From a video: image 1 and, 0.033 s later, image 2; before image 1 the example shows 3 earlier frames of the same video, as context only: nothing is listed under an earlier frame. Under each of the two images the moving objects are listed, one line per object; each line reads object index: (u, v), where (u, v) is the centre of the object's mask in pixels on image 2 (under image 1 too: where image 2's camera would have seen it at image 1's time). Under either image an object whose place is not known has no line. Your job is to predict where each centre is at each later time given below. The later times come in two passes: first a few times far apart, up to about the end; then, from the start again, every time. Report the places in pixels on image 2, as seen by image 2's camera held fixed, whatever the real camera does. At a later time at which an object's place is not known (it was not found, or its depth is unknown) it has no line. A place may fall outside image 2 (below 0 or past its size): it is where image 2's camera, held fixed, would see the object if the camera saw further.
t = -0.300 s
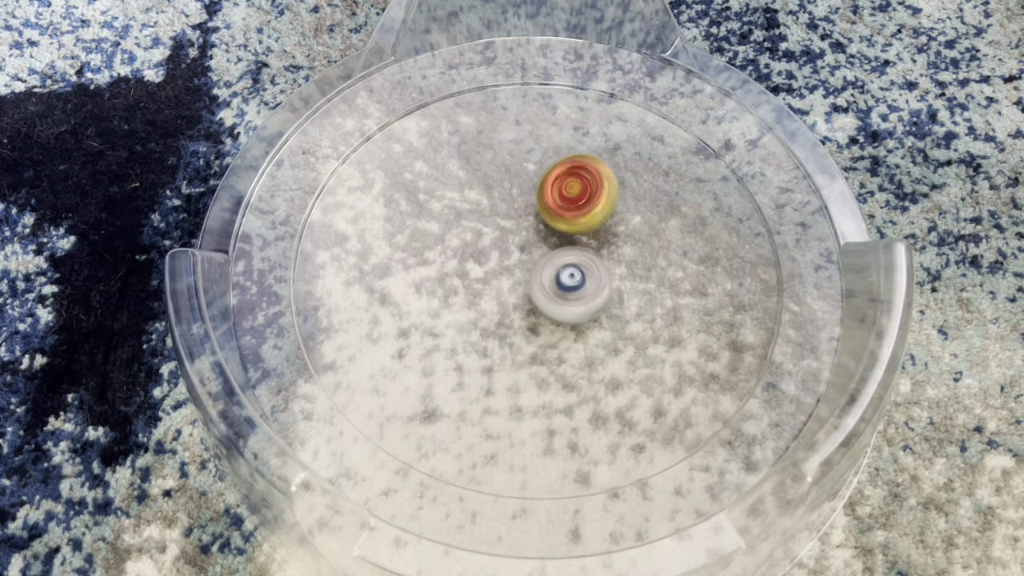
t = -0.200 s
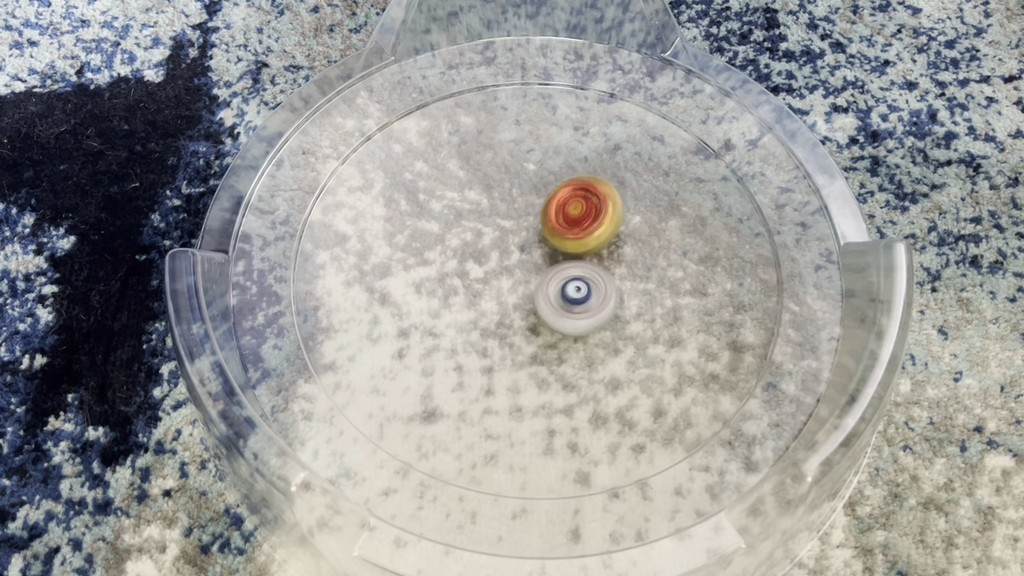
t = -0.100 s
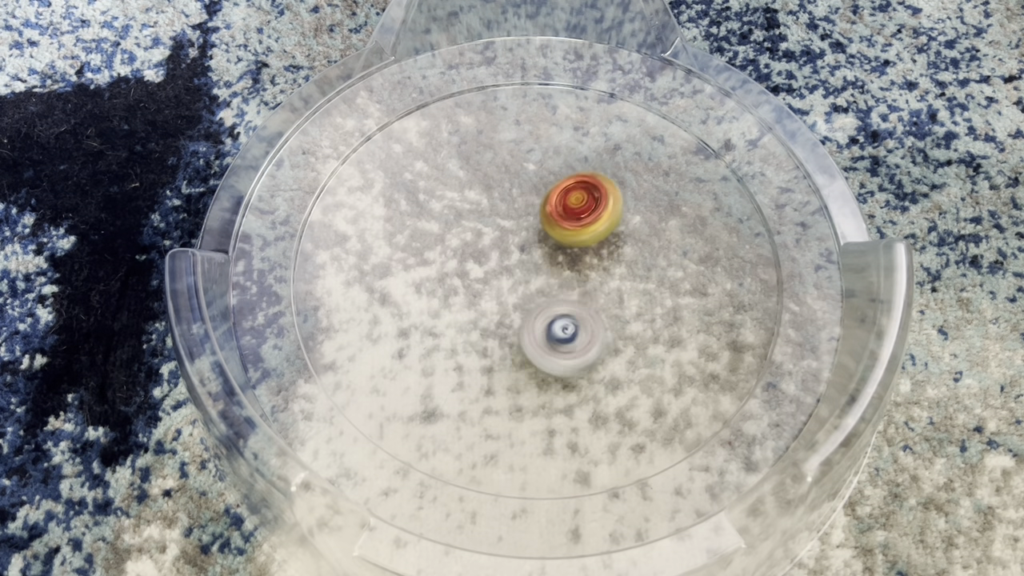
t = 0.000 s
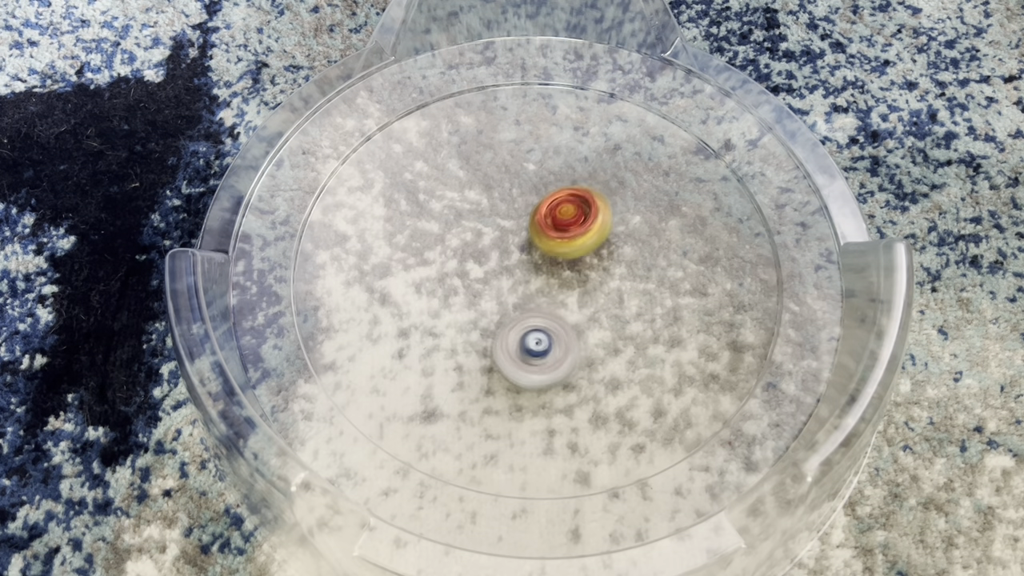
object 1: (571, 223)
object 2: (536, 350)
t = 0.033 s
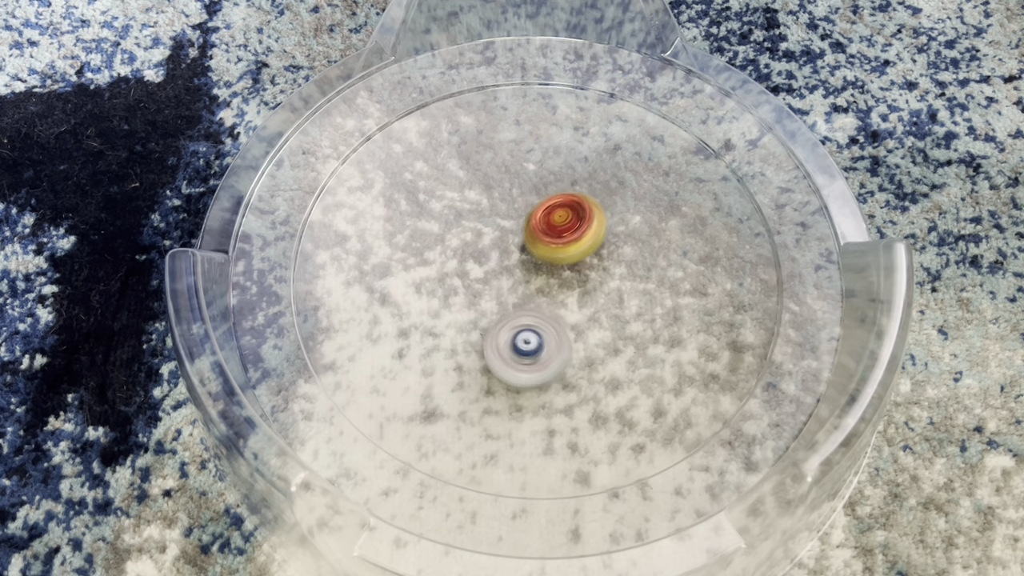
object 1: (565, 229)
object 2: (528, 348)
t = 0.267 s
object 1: (524, 249)
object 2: (477, 319)
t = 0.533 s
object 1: (524, 214)
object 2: (448, 280)
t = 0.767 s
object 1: (531, 187)
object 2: (459, 245)
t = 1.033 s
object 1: (564, 185)
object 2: (489, 270)
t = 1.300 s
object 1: (569, 221)
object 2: (508, 320)
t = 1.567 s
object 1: (540, 251)
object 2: (498, 336)
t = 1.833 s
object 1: (503, 238)
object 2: (516, 310)
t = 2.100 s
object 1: (451, 186)
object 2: (569, 284)
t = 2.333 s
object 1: (453, 180)
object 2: (593, 241)
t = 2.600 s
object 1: (484, 210)
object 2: (608, 208)
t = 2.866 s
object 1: (503, 274)
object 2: (573, 227)
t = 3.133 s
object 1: (516, 385)
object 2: (521, 249)
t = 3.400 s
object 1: (512, 392)
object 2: (466, 268)
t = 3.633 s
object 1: (507, 357)
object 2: (440, 271)
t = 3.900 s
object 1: (552, 307)
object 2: (485, 263)
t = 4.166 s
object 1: (655, 239)
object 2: (542, 271)
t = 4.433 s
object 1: (667, 230)
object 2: (594, 294)
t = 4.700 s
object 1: (628, 246)
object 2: (580, 314)
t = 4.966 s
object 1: (580, 225)
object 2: (516, 287)
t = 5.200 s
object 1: (554, 195)
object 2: (487, 245)
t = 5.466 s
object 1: (585, 169)
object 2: (422, 240)
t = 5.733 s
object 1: (585, 204)
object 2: (448, 237)
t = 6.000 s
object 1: (578, 254)
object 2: (462, 276)
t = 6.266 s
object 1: (561, 261)
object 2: (485, 303)
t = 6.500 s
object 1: (551, 229)
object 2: (523, 312)
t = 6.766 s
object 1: (550, 211)
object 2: (574, 291)
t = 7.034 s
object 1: (537, 191)
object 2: (606, 296)
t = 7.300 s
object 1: (520, 204)
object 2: (585, 265)
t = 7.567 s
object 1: (478, 216)
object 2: (571, 237)
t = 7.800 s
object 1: (457, 220)
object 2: (555, 233)
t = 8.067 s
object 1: (441, 228)
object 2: (553, 259)
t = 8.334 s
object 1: (449, 253)
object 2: (533, 296)
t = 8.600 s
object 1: (428, 260)
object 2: (536, 308)
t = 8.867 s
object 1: (435, 265)
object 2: (544, 294)
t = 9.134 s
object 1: (469, 287)
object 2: (566, 269)
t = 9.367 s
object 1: (506, 314)
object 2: (577, 263)
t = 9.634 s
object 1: (503, 329)
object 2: (571, 266)
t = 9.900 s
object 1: (495, 325)
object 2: (548, 242)
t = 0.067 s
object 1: (559, 234)
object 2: (517, 346)
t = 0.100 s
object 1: (553, 240)
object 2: (508, 342)
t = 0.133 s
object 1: (546, 246)
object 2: (501, 335)
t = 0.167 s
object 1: (538, 252)
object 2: (495, 329)
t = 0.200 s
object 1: (531, 255)
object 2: (490, 322)
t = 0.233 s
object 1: (528, 252)
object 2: (482, 321)
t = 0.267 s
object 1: (524, 249)
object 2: (477, 319)
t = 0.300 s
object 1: (520, 248)
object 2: (474, 313)
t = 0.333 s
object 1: (521, 241)
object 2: (466, 312)
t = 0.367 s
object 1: (522, 235)
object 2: (460, 307)
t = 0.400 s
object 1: (522, 232)
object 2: (457, 301)
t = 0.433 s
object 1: (520, 230)
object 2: (457, 294)
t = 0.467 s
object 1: (517, 228)
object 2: (459, 285)
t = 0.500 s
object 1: (520, 220)
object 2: (453, 283)
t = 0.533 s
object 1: (524, 214)
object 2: (448, 280)
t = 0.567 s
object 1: (525, 209)
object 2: (445, 276)
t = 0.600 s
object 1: (525, 206)
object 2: (444, 270)
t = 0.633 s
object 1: (524, 202)
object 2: (445, 263)
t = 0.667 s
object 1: (523, 198)
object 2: (447, 256)
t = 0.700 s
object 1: (523, 195)
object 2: (453, 250)
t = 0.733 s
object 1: (523, 193)
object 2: (460, 245)
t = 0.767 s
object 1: (531, 187)
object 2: (459, 245)
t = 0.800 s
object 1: (541, 183)
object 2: (457, 247)
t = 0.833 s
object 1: (547, 181)
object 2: (458, 248)
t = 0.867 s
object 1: (551, 181)
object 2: (462, 249)
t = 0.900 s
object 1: (553, 181)
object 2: (466, 251)
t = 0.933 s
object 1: (556, 181)
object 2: (471, 254)
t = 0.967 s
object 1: (559, 182)
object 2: (477, 258)
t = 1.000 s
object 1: (562, 183)
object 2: (482, 264)
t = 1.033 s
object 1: (564, 185)
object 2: (489, 270)
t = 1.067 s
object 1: (567, 188)
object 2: (493, 276)
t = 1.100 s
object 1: (569, 191)
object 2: (498, 282)
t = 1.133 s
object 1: (570, 195)
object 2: (501, 288)
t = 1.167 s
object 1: (571, 199)
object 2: (504, 295)
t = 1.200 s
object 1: (571, 204)
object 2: (506, 302)
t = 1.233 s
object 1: (571, 210)
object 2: (507, 308)
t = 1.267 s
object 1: (570, 215)
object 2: (508, 314)
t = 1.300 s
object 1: (569, 221)
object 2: (508, 320)
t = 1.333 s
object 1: (566, 227)
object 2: (507, 325)
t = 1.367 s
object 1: (563, 233)
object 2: (506, 329)
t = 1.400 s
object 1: (560, 240)
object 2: (503, 331)
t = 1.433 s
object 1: (556, 246)
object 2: (502, 331)
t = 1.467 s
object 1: (551, 252)
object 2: (500, 331)
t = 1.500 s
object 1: (546, 258)
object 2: (500, 329)
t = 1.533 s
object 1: (542, 259)
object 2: (501, 330)
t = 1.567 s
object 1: (540, 251)
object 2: (498, 336)
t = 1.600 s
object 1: (540, 244)
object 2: (498, 342)
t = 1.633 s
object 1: (537, 239)
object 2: (498, 345)
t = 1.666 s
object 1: (533, 239)
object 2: (500, 345)
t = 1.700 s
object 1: (527, 238)
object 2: (502, 340)
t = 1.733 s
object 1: (521, 238)
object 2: (506, 333)
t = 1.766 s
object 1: (514, 238)
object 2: (508, 326)
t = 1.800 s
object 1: (509, 238)
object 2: (511, 318)
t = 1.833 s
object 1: (503, 238)
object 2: (516, 310)
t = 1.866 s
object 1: (495, 229)
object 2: (525, 310)
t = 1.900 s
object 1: (484, 216)
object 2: (535, 312)
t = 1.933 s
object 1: (474, 206)
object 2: (543, 311)
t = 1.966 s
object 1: (467, 200)
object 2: (548, 308)
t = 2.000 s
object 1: (461, 196)
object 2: (555, 303)
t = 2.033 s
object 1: (457, 192)
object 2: (560, 297)
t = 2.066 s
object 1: (453, 189)
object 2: (564, 291)
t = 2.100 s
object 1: (451, 186)
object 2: (569, 284)
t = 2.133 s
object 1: (449, 184)
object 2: (573, 277)
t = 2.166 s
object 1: (447, 182)
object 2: (576, 272)
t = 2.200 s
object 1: (447, 181)
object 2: (581, 265)
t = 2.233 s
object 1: (448, 180)
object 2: (585, 259)
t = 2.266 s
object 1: (449, 179)
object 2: (587, 254)
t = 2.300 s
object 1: (450, 179)
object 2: (590, 247)
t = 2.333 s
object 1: (453, 180)
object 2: (593, 241)
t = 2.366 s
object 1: (455, 181)
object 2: (597, 236)
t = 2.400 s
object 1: (459, 183)
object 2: (598, 229)
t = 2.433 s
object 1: (463, 186)
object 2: (601, 224)
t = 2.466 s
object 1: (467, 190)
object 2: (603, 219)
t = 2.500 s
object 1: (471, 194)
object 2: (604, 215)
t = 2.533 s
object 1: (476, 199)
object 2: (607, 210)
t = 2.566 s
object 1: (480, 204)
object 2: (608, 208)
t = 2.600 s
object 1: (484, 210)
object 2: (608, 208)
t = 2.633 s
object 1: (488, 216)
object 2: (607, 208)
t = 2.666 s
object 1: (492, 223)
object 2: (605, 210)
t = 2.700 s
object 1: (496, 230)
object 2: (601, 213)
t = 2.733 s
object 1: (499, 237)
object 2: (595, 216)
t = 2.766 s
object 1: (502, 245)
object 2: (589, 220)
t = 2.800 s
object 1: (505, 254)
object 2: (581, 224)
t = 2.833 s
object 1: (508, 262)
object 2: (576, 227)
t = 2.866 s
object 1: (503, 274)
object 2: (573, 227)
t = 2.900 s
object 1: (499, 290)
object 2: (570, 229)
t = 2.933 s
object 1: (497, 306)
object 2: (564, 233)
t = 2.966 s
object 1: (497, 324)
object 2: (557, 236)
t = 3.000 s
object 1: (501, 342)
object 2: (550, 238)
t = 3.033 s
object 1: (506, 358)
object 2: (542, 241)
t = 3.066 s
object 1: (511, 371)
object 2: (535, 243)
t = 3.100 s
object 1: (514, 379)
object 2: (528, 246)
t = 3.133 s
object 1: (516, 385)
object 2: (521, 249)
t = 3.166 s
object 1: (516, 390)
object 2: (514, 252)
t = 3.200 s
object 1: (517, 394)
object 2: (505, 254)
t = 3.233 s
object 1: (517, 396)
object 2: (499, 257)
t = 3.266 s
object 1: (516, 398)
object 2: (492, 260)
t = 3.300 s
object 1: (516, 398)
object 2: (485, 262)
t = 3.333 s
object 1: (515, 397)
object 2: (478, 264)
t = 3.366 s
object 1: (514, 395)
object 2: (473, 266)
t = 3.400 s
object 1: (512, 392)
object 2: (466, 268)
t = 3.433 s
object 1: (510, 389)
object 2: (461, 269)
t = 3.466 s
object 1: (509, 385)
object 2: (454, 271)
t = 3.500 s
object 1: (508, 380)
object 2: (449, 273)
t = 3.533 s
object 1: (507, 375)
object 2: (444, 273)
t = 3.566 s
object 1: (507, 370)
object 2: (440, 272)
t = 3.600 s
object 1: (507, 364)
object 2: (439, 271)
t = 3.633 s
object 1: (507, 357)
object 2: (440, 271)
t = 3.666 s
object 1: (508, 351)
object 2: (441, 270)
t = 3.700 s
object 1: (510, 343)
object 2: (445, 270)
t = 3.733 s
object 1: (513, 336)
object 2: (450, 271)
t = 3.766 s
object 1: (516, 329)
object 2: (457, 270)
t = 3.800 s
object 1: (524, 323)
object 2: (463, 268)
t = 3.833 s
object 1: (534, 319)
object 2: (470, 265)
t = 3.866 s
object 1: (543, 313)
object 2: (478, 263)
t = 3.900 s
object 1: (552, 307)
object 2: (485, 263)
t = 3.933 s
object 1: (568, 303)
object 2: (490, 262)
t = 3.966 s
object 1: (586, 297)
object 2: (495, 261)
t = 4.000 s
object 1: (603, 288)
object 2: (501, 262)
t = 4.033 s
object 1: (620, 276)
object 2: (510, 264)
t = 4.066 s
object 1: (634, 263)
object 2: (517, 265)
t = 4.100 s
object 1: (644, 252)
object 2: (525, 267)
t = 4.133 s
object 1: (650, 244)
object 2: (535, 269)
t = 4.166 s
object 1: (655, 239)
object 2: (542, 271)
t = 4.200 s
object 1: (658, 235)
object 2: (549, 274)
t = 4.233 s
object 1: (662, 232)
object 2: (556, 276)
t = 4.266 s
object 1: (664, 230)
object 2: (563, 279)
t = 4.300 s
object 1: (666, 229)
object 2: (571, 282)
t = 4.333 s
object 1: (667, 228)
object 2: (577, 285)
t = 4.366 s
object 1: (668, 228)
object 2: (583, 288)
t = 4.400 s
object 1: (668, 229)
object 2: (588, 291)
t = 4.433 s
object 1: (667, 230)
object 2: (594, 294)
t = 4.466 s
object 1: (665, 232)
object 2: (599, 298)
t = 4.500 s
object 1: (662, 234)
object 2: (601, 302)
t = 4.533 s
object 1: (658, 236)
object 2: (603, 307)
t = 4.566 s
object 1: (653, 238)
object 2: (602, 312)
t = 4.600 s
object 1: (648, 241)
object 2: (599, 315)
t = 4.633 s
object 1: (642, 243)
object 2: (593, 317)
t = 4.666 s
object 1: (635, 244)
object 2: (587, 316)
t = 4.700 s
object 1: (628, 246)
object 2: (580, 314)
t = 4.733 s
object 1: (621, 247)
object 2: (572, 311)
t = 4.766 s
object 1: (616, 244)
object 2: (561, 310)
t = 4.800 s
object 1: (610, 242)
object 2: (552, 307)
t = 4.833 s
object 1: (601, 241)
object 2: (545, 303)
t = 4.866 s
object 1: (594, 239)
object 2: (538, 297)
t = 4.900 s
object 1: (587, 236)
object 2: (533, 292)
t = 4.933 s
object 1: (583, 230)
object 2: (524, 290)
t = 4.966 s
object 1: (580, 225)
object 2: (516, 287)
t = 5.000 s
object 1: (575, 220)
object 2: (510, 281)
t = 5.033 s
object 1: (571, 216)
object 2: (505, 274)
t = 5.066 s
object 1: (566, 211)
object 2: (501, 268)
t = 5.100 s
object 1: (563, 207)
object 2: (497, 262)
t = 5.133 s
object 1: (559, 202)
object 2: (493, 257)
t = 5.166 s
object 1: (556, 198)
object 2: (490, 250)
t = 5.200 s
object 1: (554, 195)
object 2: (487, 245)
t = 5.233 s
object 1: (553, 191)
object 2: (485, 241)
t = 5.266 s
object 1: (566, 180)
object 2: (466, 244)
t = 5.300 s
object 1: (574, 174)
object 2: (452, 246)
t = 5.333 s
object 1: (579, 171)
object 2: (443, 246)
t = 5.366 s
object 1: (582, 169)
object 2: (437, 245)
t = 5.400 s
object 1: (583, 168)
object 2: (431, 243)
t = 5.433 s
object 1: (584, 168)
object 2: (426, 242)
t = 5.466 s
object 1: (585, 169)
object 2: (422, 240)
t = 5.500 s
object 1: (586, 171)
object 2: (417, 238)
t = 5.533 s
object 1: (587, 175)
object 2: (414, 234)
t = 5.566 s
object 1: (587, 179)
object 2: (414, 231)
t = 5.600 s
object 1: (588, 184)
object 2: (418, 230)
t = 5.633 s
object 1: (587, 189)
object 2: (422, 229)
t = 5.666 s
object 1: (587, 194)
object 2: (431, 232)
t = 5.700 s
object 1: (587, 199)
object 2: (439, 233)
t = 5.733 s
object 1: (585, 204)
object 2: (448, 237)
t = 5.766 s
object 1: (584, 209)
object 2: (454, 240)
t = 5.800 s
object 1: (580, 216)
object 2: (463, 244)
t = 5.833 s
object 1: (576, 222)
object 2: (470, 247)
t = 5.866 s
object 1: (570, 229)
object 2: (478, 252)
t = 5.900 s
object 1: (570, 237)
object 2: (478, 256)
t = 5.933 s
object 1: (577, 242)
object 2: (469, 264)
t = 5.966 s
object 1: (580, 249)
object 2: (462, 271)
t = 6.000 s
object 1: (578, 254)
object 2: (462, 276)
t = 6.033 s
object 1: (573, 258)
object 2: (467, 281)
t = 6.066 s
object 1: (568, 261)
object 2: (473, 284)
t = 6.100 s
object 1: (564, 264)
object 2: (479, 287)
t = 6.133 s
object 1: (571, 262)
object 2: (472, 292)
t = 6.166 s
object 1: (573, 261)
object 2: (469, 297)
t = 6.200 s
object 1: (571, 261)
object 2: (471, 299)
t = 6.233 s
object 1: (566, 261)
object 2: (478, 301)
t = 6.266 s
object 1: (561, 261)
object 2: (485, 303)
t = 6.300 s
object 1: (556, 259)
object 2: (492, 304)
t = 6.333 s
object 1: (557, 252)
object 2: (494, 308)
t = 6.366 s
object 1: (557, 244)
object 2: (497, 312)
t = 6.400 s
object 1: (556, 240)
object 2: (502, 314)
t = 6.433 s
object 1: (554, 236)
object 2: (508, 314)
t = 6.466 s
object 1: (553, 232)
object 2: (516, 313)
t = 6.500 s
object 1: (551, 229)
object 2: (523, 312)
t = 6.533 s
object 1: (550, 225)
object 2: (530, 311)
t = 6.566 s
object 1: (549, 222)
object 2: (538, 309)
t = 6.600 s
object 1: (549, 219)
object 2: (544, 308)
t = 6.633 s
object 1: (549, 217)
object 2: (550, 304)
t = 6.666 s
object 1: (549, 214)
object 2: (557, 302)
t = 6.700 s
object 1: (549, 213)
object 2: (562, 299)
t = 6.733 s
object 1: (550, 212)
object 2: (568, 295)
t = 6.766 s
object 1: (550, 211)
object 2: (574, 291)
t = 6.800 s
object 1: (550, 211)
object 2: (579, 287)
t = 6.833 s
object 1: (550, 211)
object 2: (584, 284)
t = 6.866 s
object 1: (550, 210)
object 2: (588, 281)
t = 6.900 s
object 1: (545, 199)
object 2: (597, 291)
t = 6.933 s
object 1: (542, 192)
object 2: (602, 297)
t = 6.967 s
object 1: (540, 191)
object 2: (605, 299)
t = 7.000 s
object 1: (539, 191)
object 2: (605, 298)
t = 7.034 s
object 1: (537, 191)
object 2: (606, 296)
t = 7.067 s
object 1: (535, 191)
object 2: (605, 294)
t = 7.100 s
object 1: (533, 192)
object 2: (603, 291)
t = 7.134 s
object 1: (531, 193)
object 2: (600, 288)
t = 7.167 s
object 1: (529, 195)
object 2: (597, 283)
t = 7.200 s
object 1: (527, 197)
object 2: (594, 280)
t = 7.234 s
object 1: (525, 199)
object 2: (591, 274)
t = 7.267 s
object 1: (522, 201)
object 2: (587, 269)
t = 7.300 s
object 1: (520, 204)
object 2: (585, 265)
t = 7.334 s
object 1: (517, 207)
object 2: (581, 261)
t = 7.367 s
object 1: (515, 210)
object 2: (577, 256)
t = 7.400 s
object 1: (506, 210)
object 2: (579, 255)
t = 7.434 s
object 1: (498, 211)
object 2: (578, 252)
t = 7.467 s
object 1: (492, 212)
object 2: (577, 249)
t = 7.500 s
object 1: (487, 214)
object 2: (574, 245)
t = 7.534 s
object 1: (482, 215)
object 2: (573, 242)
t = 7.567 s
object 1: (478, 216)
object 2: (571, 237)
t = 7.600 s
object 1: (474, 217)
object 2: (570, 234)
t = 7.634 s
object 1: (470, 217)
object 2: (567, 232)
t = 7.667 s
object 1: (467, 218)
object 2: (566, 231)
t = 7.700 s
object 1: (464, 219)
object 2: (564, 231)
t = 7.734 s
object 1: (461, 219)
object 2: (562, 231)
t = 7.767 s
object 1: (459, 220)
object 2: (560, 232)
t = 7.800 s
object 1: (457, 220)
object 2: (555, 233)
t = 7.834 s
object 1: (456, 221)
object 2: (552, 234)
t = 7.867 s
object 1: (455, 222)
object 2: (547, 236)
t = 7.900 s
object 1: (454, 224)
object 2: (542, 237)
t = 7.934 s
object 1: (450, 224)
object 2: (541, 240)
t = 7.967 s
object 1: (443, 223)
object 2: (548, 244)
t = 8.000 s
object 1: (442, 224)
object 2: (550, 249)
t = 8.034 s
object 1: (441, 226)
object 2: (552, 254)
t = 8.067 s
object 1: (441, 228)
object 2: (553, 259)
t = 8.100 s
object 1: (440, 230)
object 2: (554, 265)
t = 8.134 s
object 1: (441, 232)
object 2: (553, 271)
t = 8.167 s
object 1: (442, 235)
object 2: (551, 276)
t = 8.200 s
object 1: (442, 238)
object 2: (548, 281)
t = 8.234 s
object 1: (444, 241)
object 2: (546, 286)
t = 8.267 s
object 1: (445, 245)
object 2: (543, 290)
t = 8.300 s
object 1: (447, 248)
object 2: (537, 294)
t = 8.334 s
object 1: (449, 253)
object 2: (533, 296)
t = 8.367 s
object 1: (450, 256)
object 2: (527, 299)
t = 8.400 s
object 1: (448, 259)
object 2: (526, 301)
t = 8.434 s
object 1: (444, 259)
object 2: (528, 302)
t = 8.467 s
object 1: (443, 260)
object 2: (527, 302)
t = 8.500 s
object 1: (443, 263)
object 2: (525, 302)
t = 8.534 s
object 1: (438, 263)
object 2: (525, 302)
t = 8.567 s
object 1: (430, 261)
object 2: (532, 307)
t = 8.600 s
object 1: (428, 260)
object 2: (536, 308)
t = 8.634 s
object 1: (428, 261)
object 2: (538, 307)
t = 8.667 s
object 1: (428, 261)
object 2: (538, 307)
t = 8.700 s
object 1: (428, 262)
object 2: (539, 307)
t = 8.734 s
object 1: (427, 262)
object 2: (540, 305)
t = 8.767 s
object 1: (429, 262)
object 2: (541, 304)
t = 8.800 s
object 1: (430, 264)
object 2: (541, 302)
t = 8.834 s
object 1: (432, 264)
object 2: (543, 298)
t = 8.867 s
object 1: (435, 265)
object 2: (544, 294)
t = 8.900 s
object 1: (439, 266)
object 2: (545, 291)
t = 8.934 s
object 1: (443, 268)
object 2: (546, 287)
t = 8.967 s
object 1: (446, 270)
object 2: (548, 283)
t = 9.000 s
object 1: (451, 272)
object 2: (552, 279)
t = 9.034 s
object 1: (455, 275)
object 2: (555, 275)
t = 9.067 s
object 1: (459, 278)
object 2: (559, 273)
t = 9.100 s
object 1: (464, 282)
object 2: (563, 270)
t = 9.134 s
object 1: (469, 287)
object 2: (566, 269)
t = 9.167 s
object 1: (476, 291)
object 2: (569, 267)
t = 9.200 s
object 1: (483, 295)
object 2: (570, 267)
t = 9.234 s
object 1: (492, 300)
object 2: (572, 267)
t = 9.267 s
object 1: (498, 303)
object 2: (572, 266)
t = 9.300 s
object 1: (503, 306)
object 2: (573, 266)
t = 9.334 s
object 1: (505, 311)
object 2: (573, 264)
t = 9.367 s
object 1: (506, 314)
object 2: (577, 263)
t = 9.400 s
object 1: (507, 318)
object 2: (579, 262)
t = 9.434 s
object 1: (507, 320)
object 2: (580, 263)
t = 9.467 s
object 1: (507, 323)
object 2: (581, 262)
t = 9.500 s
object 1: (506, 326)
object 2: (581, 263)
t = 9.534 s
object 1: (506, 327)
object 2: (580, 264)
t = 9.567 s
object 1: (505, 328)
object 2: (577, 264)
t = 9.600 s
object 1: (504, 329)
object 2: (575, 265)
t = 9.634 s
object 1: (503, 329)
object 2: (571, 266)
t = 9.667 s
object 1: (502, 329)
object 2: (567, 266)
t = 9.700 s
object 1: (502, 327)
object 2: (562, 267)
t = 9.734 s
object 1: (502, 326)
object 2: (555, 267)
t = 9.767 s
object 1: (501, 325)
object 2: (551, 266)
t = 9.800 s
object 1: (496, 328)
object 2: (551, 258)
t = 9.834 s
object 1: (492, 329)
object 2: (550, 251)
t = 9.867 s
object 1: (493, 326)
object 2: (549, 247)
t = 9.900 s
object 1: (495, 325)
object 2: (548, 242)
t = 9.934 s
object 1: (496, 323)
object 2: (548, 238)
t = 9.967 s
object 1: (499, 321)
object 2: (548, 235)
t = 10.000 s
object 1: (501, 320)
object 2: (549, 232)
